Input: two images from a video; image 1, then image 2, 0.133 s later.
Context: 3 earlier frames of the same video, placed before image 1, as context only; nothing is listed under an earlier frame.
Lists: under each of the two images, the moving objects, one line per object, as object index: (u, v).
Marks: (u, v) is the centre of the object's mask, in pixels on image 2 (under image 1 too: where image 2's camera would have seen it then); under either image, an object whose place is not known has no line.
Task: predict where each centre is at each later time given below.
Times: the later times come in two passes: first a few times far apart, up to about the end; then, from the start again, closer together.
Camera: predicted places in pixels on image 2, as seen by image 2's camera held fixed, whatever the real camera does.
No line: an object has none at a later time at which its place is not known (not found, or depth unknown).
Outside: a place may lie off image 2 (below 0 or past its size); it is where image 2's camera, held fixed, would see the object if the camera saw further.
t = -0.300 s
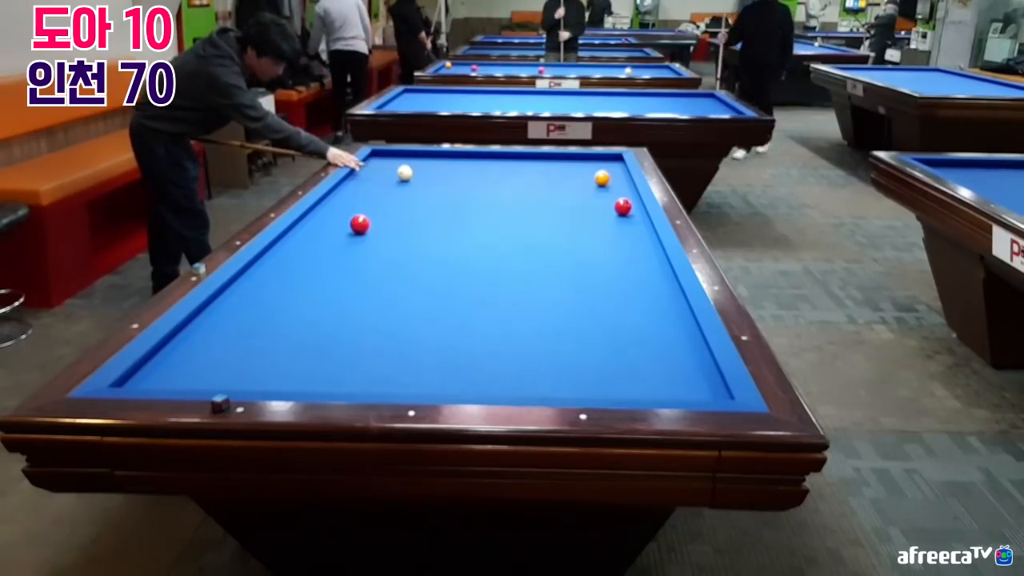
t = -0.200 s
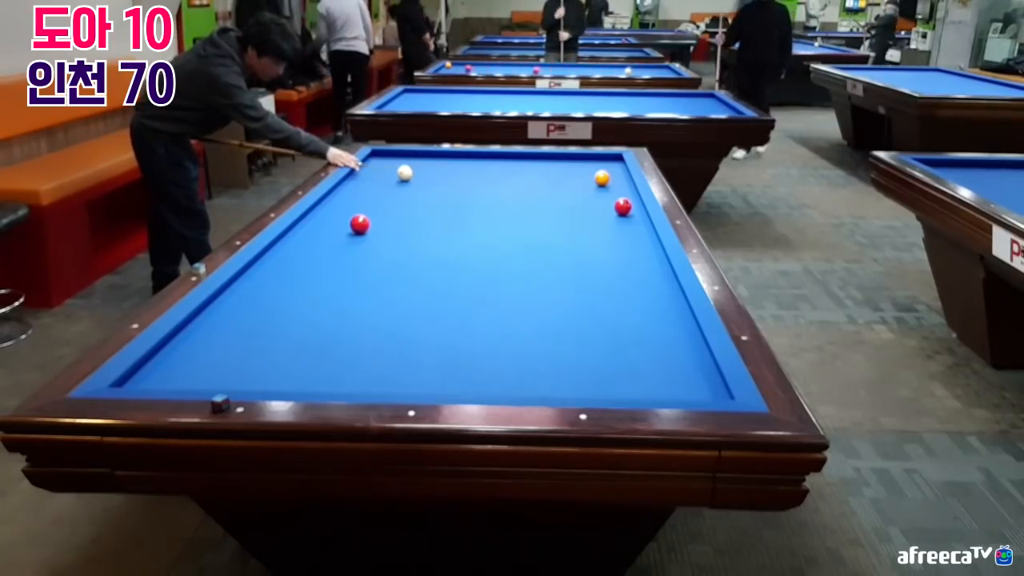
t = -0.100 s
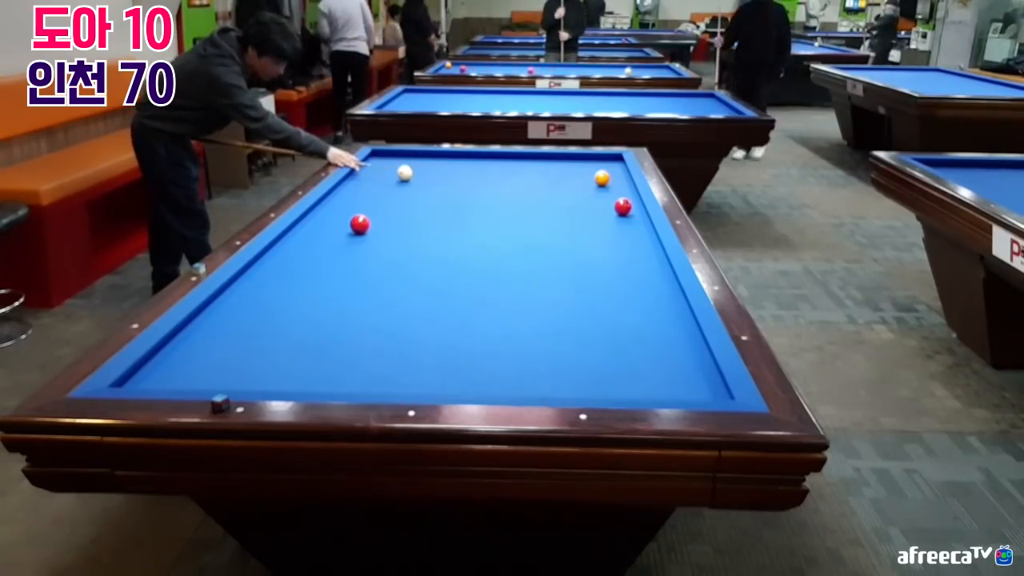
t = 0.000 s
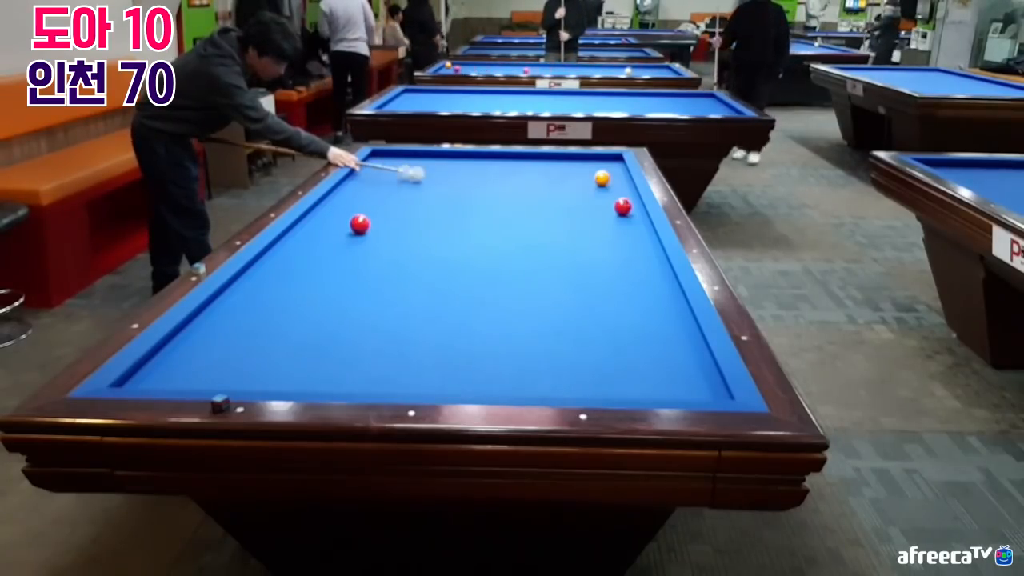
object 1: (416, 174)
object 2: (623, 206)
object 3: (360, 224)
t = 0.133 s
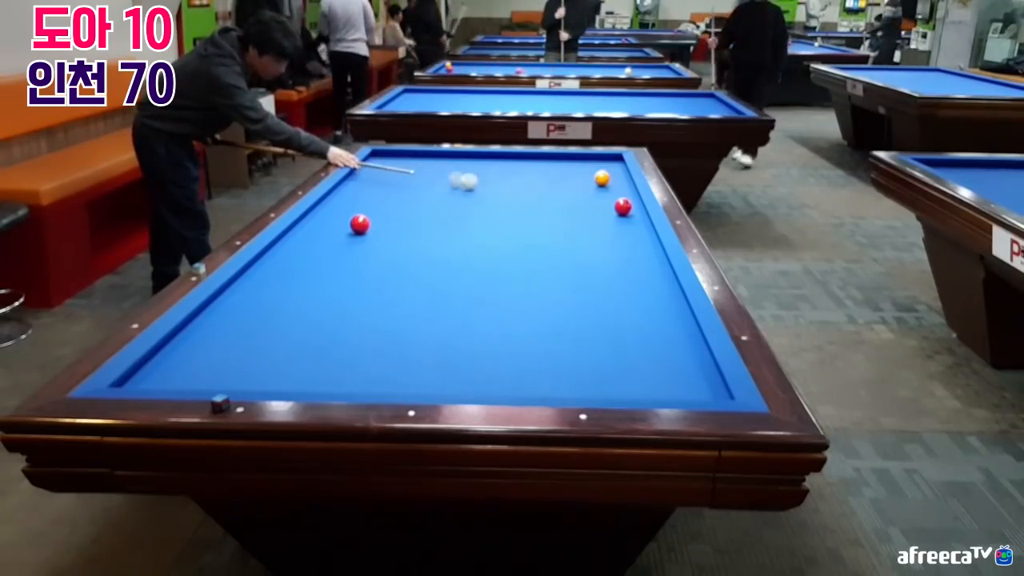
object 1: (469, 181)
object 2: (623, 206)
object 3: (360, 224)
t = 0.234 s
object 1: (510, 187)
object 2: (623, 206)
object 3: (360, 224)
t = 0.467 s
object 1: (611, 200)
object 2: (623, 207)
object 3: (360, 224)
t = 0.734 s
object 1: (579, 202)
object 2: (641, 223)
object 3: (360, 224)
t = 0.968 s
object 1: (528, 207)
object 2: (638, 237)
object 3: (360, 224)
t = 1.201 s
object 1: (480, 211)
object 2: (634, 252)
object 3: (360, 224)
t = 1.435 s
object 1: (431, 215)
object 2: (630, 268)
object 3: (360, 224)
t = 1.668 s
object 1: (380, 219)
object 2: (625, 287)
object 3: (360, 224)
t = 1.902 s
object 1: (360, 218)
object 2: (620, 306)
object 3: (334, 230)
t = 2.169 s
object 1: (336, 215)
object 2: (613, 335)
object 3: (301, 237)
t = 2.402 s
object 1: (317, 213)
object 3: (285, 243)
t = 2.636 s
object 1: (322, 211)
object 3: (292, 247)
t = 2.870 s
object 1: (335, 210)
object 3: (299, 252)
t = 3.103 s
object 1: (347, 209)
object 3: (306, 257)
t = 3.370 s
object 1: (361, 207)
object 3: (313, 262)
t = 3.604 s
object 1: (371, 207)
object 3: (319, 267)
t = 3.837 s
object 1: (381, 206)
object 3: (326, 272)
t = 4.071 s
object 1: (391, 205)
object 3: (332, 276)
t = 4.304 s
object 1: (400, 204)
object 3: (339, 281)
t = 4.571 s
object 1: (408, 203)
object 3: (346, 286)
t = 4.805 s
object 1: (416, 202)
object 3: (353, 291)
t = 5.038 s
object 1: (423, 202)
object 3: (358, 295)
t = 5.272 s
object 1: (429, 202)
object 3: (364, 299)
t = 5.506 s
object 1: (434, 201)
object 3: (368, 302)
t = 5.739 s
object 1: (440, 201)
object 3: (374, 307)
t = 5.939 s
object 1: (444, 200)
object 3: (378, 310)
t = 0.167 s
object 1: (482, 183)
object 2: (623, 206)
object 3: (360, 224)
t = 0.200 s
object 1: (496, 185)
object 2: (623, 206)
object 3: (360, 224)
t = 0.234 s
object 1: (510, 187)
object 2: (623, 206)
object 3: (360, 224)
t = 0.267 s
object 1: (524, 189)
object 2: (623, 206)
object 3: (360, 224)
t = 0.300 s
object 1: (538, 190)
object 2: (623, 206)
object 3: (360, 224)
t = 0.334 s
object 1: (553, 193)
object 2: (623, 206)
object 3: (360, 224)
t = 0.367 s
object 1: (568, 194)
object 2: (623, 206)
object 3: (360, 224)
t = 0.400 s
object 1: (582, 197)
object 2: (623, 206)
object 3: (360, 224)
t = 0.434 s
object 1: (598, 199)
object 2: (623, 206)
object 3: (360, 224)
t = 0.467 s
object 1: (611, 200)
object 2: (623, 207)
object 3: (360, 224)
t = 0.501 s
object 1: (626, 197)
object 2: (626, 209)
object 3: (360, 224)
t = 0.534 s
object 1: (633, 198)
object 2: (629, 211)
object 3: (360, 224)
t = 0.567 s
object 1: (623, 200)
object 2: (633, 213)
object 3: (360, 224)
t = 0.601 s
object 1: (615, 202)
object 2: (636, 215)
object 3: (360, 224)
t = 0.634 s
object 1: (606, 201)
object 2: (639, 217)
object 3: (360, 224)
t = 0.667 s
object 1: (598, 202)
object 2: (642, 219)
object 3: (360, 224)
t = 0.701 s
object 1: (590, 202)
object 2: (642, 221)
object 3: (360, 224)
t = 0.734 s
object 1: (579, 202)
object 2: (641, 223)
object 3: (360, 224)
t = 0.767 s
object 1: (569, 203)
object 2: (641, 225)
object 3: (360, 224)
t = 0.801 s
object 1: (563, 204)
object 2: (641, 226)
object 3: (360, 224)
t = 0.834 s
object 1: (555, 204)
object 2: (640, 229)
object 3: (360, 224)
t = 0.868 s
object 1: (548, 205)
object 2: (639, 231)
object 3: (360, 224)
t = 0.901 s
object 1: (541, 206)
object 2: (639, 233)
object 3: (360, 224)
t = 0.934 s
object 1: (539, 206)
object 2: (639, 234)
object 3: (360, 224)
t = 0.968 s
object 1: (528, 207)
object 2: (638, 237)
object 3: (360, 224)
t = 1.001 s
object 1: (522, 207)
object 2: (637, 238)
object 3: (360, 224)
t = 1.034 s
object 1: (515, 208)
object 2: (637, 241)
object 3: (360, 224)
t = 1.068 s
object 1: (508, 209)
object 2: (636, 243)
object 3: (360, 224)
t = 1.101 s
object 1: (501, 209)
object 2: (635, 245)
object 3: (360, 224)
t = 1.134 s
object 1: (495, 210)
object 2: (635, 247)
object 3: (360, 224)
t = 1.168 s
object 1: (487, 210)
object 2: (635, 249)
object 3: (360, 224)
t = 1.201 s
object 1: (480, 211)
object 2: (634, 252)
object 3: (360, 224)
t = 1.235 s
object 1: (474, 212)
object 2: (633, 254)
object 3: (360, 224)
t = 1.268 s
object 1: (466, 212)
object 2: (633, 256)
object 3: (360, 224)
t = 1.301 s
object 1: (461, 213)
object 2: (632, 258)
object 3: (360, 224)
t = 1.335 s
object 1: (452, 214)
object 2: (631, 261)
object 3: (360, 224)
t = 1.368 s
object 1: (445, 214)
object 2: (631, 263)
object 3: (360, 224)
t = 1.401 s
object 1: (438, 215)
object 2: (630, 266)
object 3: (360, 224)
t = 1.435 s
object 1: (431, 215)
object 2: (630, 268)
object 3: (360, 224)
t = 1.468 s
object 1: (423, 216)
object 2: (629, 271)
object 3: (360, 224)
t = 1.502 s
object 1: (418, 217)
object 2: (629, 273)
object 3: (360, 224)
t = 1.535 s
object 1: (410, 217)
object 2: (628, 276)
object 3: (360, 224)
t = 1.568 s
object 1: (404, 218)
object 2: (627, 278)
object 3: (360, 224)
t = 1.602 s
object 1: (399, 218)
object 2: (627, 280)
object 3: (360, 224)
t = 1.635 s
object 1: (388, 219)
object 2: (626, 284)
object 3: (359, 224)
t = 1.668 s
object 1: (380, 219)
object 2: (625, 287)
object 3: (360, 224)
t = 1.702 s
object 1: (375, 219)
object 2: (625, 290)
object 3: (357, 225)
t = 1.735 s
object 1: (373, 219)
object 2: (624, 292)
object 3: (353, 226)
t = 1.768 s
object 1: (370, 219)
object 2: (623, 296)
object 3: (347, 227)
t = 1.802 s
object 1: (367, 219)
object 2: (623, 298)
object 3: (344, 227)
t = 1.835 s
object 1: (365, 218)
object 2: (622, 300)
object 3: (341, 228)
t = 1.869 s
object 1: (363, 218)
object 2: (621, 303)
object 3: (338, 229)
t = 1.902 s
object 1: (360, 218)
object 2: (620, 306)
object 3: (334, 230)
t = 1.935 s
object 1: (357, 218)
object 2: (620, 309)
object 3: (330, 230)
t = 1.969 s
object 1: (353, 217)
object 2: (619, 314)
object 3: (324, 232)
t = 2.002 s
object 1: (350, 217)
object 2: (618, 318)
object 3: (320, 233)
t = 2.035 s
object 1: (347, 217)
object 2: (617, 321)
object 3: (317, 233)
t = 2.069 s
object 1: (344, 216)
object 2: (616, 325)
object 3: (313, 234)
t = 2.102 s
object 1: (341, 215)
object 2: (615, 328)
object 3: (309, 235)
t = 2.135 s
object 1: (339, 215)
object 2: (614, 331)
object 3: (306, 236)
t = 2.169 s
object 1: (336, 215)
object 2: (613, 335)
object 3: (301, 237)
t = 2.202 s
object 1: (333, 215)
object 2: (612, 339)
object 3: (297, 238)
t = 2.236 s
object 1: (331, 215)
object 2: (612, 342)
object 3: (294, 239)
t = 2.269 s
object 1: (329, 214)
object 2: (611, 345)
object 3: (291, 239)
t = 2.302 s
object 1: (327, 214)
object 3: (288, 240)
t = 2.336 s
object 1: (323, 214)
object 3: (283, 241)
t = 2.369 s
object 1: (320, 214)
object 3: (284, 242)
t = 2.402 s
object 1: (317, 213)
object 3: (285, 243)
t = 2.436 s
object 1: (315, 213)
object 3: (286, 243)
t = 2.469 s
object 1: (314, 213)
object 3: (286, 244)
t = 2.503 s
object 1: (314, 212)
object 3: (288, 244)
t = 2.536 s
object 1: (315, 212)
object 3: (289, 245)
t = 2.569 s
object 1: (318, 212)
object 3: (290, 246)
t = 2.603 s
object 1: (320, 212)
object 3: (291, 246)
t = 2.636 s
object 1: (322, 211)
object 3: (292, 247)
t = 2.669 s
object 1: (323, 211)
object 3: (292, 248)
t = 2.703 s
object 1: (326, 211)
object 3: (294, 248)
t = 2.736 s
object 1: (327, 211)
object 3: (295, 249)
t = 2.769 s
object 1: (329, 210)
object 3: (295, 250)
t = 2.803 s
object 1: (331, 210)
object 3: (297, 251)
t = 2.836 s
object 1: (333, 210)
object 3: (298, 251)
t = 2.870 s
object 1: (335, 210)
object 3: (299, 252)
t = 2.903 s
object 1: (337, 210)
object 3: (300, 253)
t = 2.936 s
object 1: (338, 209)
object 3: (301, 254)
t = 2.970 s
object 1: (340, 209)
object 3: (302, 254)
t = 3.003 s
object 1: (342, 209)
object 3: (302, 255)
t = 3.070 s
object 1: (345, 209)
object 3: (304, 256)
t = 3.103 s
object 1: (347, 209)
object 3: (306, 257)
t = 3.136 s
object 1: (349, 209)
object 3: (306, 257)
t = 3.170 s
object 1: (351, 209)
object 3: (307, 258)
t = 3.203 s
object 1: (352, 208)
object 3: (308, 259)
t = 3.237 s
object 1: (354, 208)
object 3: (309, 260)
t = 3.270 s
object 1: (356, 208)
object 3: (310, 260)
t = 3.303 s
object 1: (358, 208)
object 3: (311, 261)
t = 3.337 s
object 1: (359, 208)
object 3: (312, 262)
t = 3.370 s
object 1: (361, 207)
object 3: (313, 262)
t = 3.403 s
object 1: (362, 207)
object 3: (314, 263)
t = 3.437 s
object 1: (363, 207)
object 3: (314, 264)
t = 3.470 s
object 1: (365, 207)
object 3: (316, 264)
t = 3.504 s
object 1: (367, 207)
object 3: (317, 265)
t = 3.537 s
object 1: (368, 207)
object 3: (318, 266)
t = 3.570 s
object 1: (370, 207)
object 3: (319, 267)
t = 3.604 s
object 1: (371, 207)
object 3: (319, 267)
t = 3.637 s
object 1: (373, 207)
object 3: (320, 268)
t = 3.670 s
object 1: (374, 206)
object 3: (321, 269)
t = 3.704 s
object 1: (376, 206)
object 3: (322, 269)
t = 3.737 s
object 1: (377, 206)
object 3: (323, 270)
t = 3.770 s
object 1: (378, 206)
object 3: (324, 270)
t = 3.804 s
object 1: (379, 206)
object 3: (324, 271)
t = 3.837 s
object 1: (381, 206)
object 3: (326, 272)
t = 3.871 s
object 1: (382, 206)
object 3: (327, 272)
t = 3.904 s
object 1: (385, 205)
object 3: (328, 273)
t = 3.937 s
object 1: (386, 205)
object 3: (329, 274)
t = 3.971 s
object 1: (386, 205)
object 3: (330, 274)
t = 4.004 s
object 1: (387, 205)
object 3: (330, 275)
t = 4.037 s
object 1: (389, 205)
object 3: (332, 276)
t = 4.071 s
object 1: (391, 205)
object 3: (332, 276)
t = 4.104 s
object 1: (392, 205)
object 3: (334, 277)
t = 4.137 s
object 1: (394, 205)
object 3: (335, 278)
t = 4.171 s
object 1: (395, 204)
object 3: (336, 278)
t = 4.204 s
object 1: (396, 204)
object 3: (337, 279)
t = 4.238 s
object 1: (397, 204)
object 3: (337, 280)
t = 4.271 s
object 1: (398, 204)
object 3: (338, 280)
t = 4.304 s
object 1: (400, 204)
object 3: (339, 281)
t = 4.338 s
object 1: (401, 204)
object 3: (340, 282)
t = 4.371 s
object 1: (402, 204)
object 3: (341, 282)
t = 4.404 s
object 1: (403, 203)
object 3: (342, 283)
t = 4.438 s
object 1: (405, 203)
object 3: (343, 284)
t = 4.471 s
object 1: (406, 203)
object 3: (344, 284)
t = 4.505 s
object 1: (407, 203)
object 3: (345, 285)
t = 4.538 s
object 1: (408, 203)
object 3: (346, 286)
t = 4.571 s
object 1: (408, 203)
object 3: (346, 286)
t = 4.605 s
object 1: (410, 203)
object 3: (347, 287)
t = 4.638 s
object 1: (410, 203)
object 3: (348, 287)
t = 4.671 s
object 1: (412, 203)
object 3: (349, 288)
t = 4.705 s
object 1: (413, 203)
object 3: (350, 289)
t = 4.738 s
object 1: (414, 203)
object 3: (351, 289)
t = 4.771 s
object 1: (415, 203)
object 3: (351, 290)
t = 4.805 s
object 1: (416, 202)
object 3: (353, 291)
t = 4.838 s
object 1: (417, 202)
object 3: (353, 291)
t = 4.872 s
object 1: (418, 202)
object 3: (354, 292)
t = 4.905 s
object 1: (419, 202)
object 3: (355, 292)
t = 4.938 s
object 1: (420, 202)
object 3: (356, 293)
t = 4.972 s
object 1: (421, 202)
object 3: (357, 294)
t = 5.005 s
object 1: (422, 202)
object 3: (357, 294)
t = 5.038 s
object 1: (423, 202)
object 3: (358, 295)
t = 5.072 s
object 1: (424, 202)
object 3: (359, 295)
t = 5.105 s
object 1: (424, 202)
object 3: (359, 296)
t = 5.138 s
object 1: (426, 202)
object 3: (361, 296)
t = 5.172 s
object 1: (427, 202)
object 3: (361, 297)
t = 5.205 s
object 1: (428, 201)
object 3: (362, 298)
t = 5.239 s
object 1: (428, 202)
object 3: (363, 298)
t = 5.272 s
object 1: (429, 202)
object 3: (364, 299)
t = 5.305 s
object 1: (430, 201)
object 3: (365, 299)
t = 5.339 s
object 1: (431, 201)
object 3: (365, 300)
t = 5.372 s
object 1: (431, 201)
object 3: (365, 300)
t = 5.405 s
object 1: (432, 201)
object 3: (367, 301)
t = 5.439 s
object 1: (433, 201)
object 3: (367, 302)
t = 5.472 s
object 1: (434, 201)
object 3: (368, 302)
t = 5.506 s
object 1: (434, 201)
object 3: (368, 302)
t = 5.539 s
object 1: (435, 201)
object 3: (369, 303)
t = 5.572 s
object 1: (436, 201)
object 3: (370, 304)
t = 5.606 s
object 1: (437, 201)
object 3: (371, 305)
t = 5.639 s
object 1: (438, 201)
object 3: (372, 305)
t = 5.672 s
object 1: (438, 201)
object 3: (373, 306)
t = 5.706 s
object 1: (439, 200)
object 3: (373, 306)
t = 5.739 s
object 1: (440, 201)
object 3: (374, 307)
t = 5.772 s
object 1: (440, 201)
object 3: (375, 308)
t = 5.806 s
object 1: (441, 200)
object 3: (375, 308)
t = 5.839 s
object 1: (442, 200)
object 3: (376, 308)
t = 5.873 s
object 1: (442, 200)
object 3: (377, 309)
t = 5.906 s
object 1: (443, 200)
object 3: (377, 309)
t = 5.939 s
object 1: (444, 200)
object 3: (378, 310)
